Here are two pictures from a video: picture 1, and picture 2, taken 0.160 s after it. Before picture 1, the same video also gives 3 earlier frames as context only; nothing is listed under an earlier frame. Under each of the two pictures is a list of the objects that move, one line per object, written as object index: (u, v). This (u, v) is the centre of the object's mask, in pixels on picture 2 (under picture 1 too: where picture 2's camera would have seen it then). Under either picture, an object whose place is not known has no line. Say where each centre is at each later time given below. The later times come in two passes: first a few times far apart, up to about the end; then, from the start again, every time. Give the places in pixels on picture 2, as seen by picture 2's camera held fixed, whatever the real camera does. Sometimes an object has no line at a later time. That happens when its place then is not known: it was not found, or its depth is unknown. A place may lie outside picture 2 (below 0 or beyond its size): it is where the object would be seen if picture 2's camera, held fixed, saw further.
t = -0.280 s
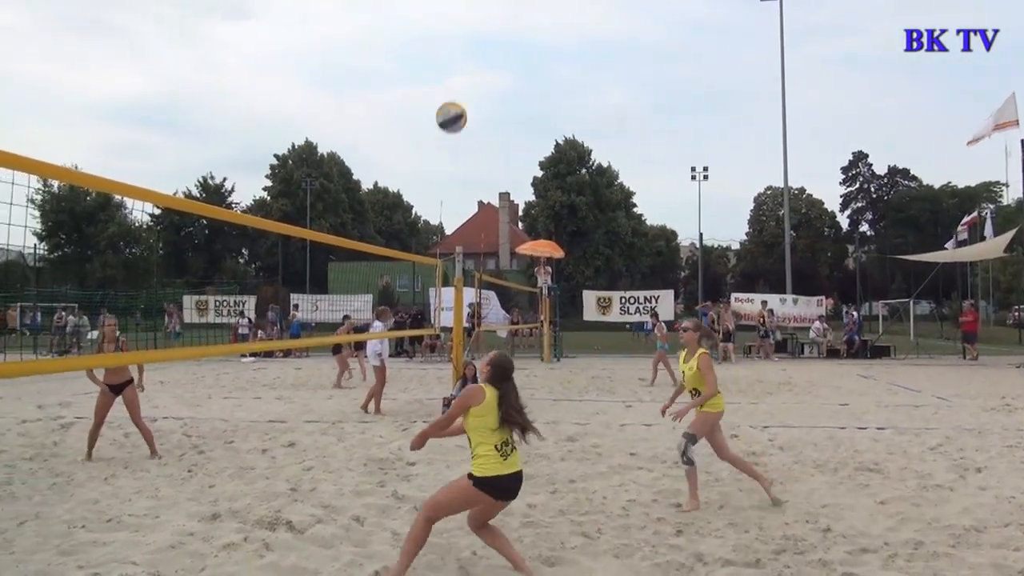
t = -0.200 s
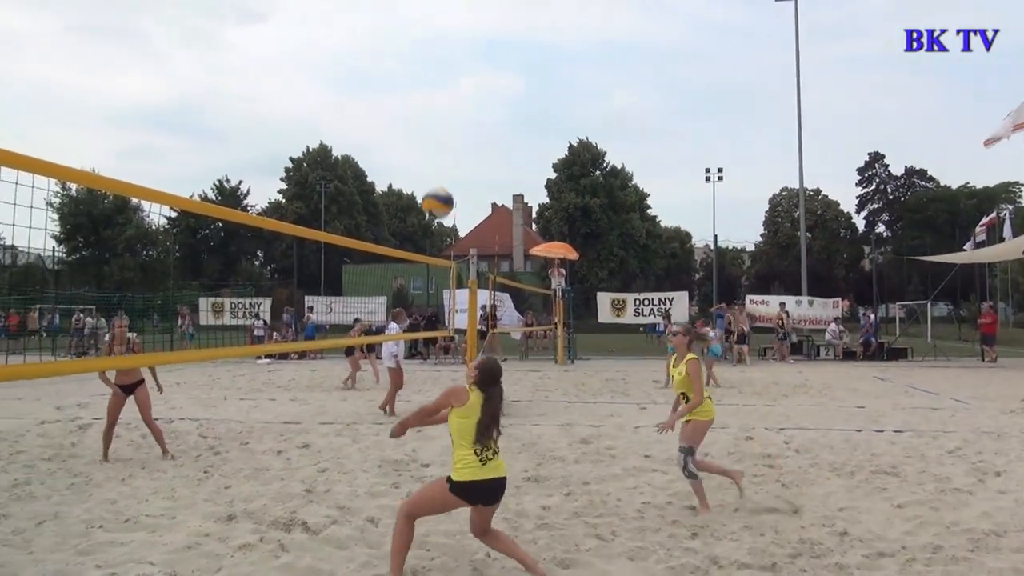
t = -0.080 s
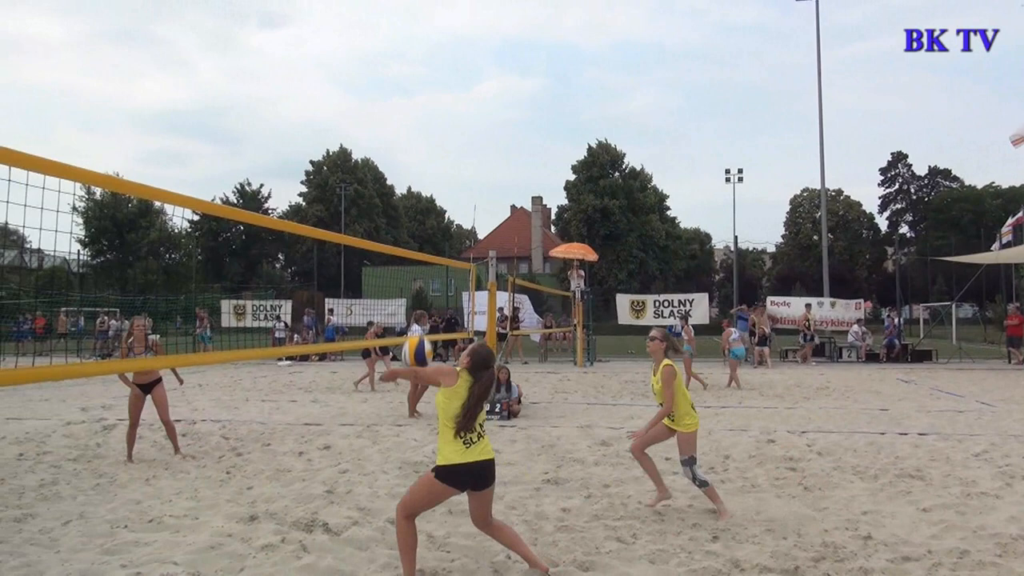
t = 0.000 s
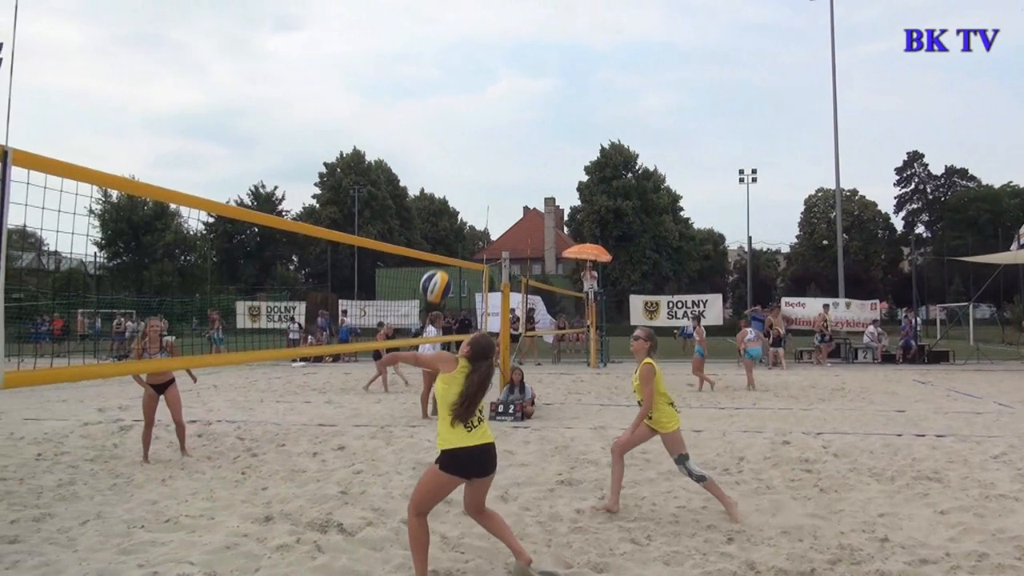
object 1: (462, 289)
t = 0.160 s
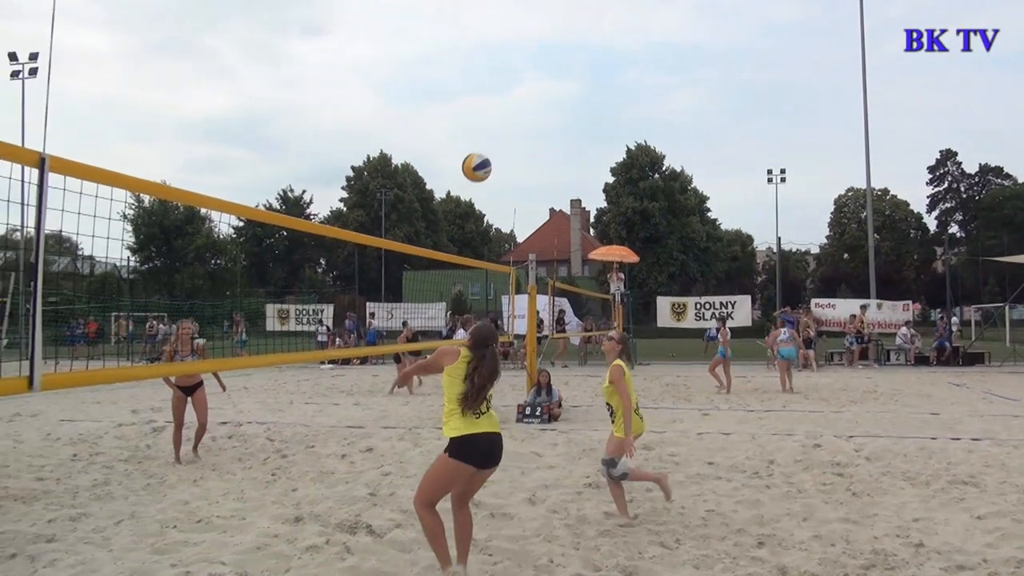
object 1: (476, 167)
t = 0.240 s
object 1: (482, 124)
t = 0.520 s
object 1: (496, 54)
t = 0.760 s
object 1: (502, 77)
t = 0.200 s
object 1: (480, 144)
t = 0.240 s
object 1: (482, 124)
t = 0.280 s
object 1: (484, 107)
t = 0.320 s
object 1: (487, 92)
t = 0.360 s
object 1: (489, 80)
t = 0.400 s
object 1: (491, 70)
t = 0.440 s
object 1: (493, 62)
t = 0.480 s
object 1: (495, 57)
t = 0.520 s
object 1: (496, 54)
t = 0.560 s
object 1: (497, 53)
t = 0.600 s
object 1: (498, 54)
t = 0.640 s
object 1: (500, 57)
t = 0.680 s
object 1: (501, 62)
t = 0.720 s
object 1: (501, 69)
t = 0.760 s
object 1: (502, 77)
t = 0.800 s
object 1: (503, 87)
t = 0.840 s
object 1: (504, 99)
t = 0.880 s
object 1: (504, 112)
